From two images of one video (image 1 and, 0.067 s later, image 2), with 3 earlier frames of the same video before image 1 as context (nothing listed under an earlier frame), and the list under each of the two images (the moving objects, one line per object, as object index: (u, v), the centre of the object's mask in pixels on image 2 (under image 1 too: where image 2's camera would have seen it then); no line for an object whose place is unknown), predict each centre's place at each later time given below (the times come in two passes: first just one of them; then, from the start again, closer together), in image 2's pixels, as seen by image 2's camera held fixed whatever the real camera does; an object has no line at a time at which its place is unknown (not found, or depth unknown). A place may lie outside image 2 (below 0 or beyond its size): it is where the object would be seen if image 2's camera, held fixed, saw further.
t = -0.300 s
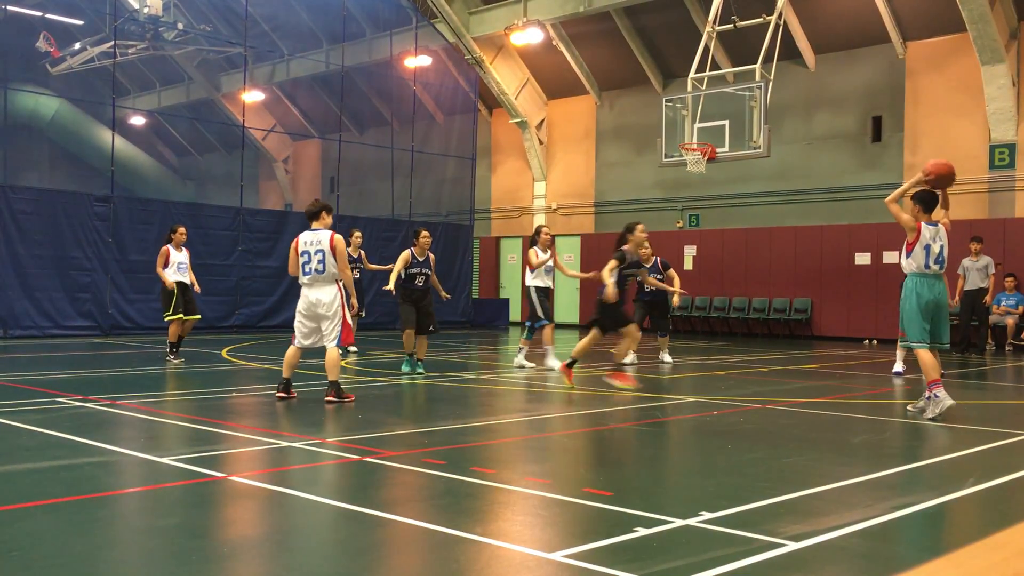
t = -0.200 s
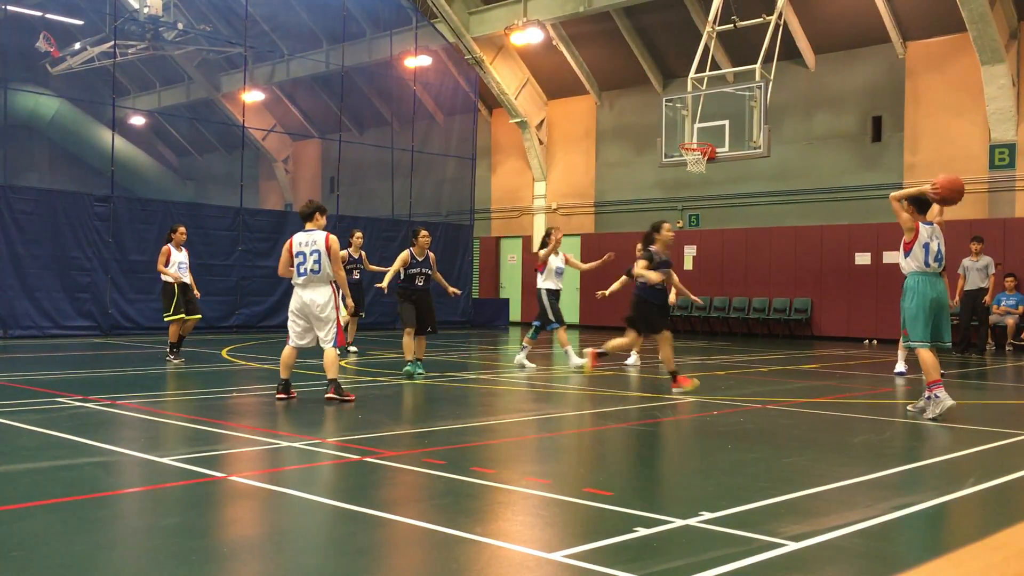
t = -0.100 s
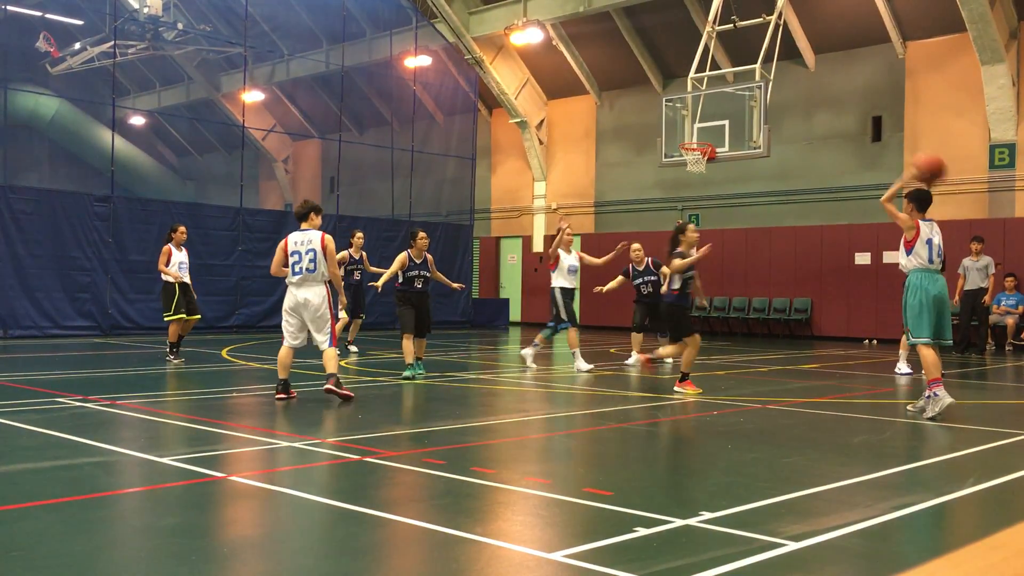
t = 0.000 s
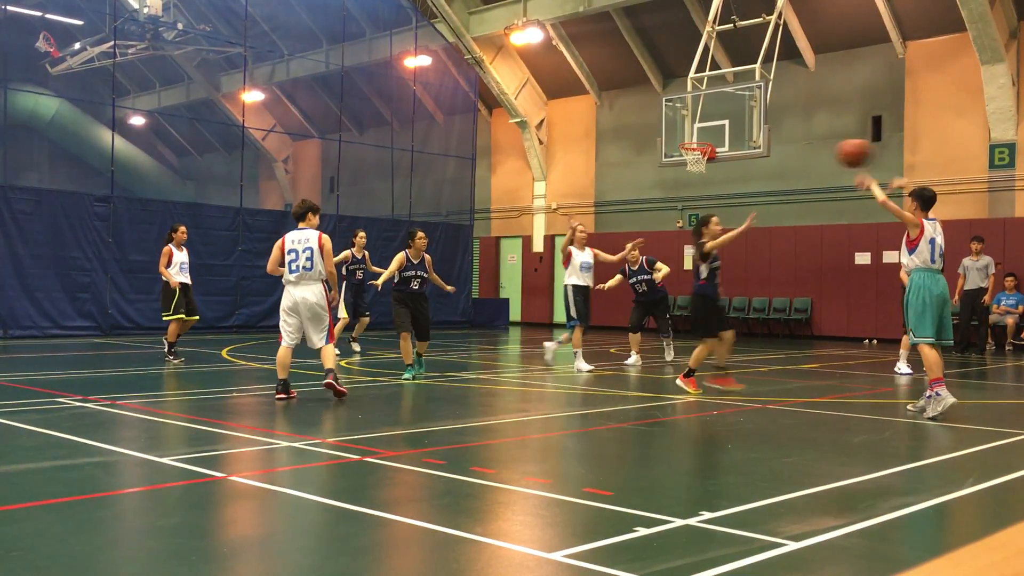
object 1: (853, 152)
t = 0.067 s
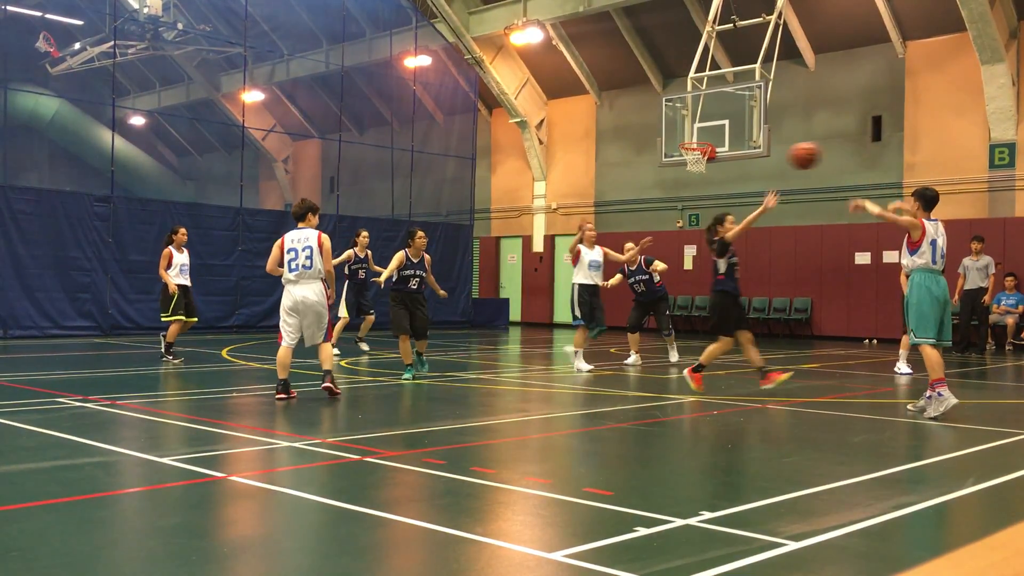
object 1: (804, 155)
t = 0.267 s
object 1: (684, 186)
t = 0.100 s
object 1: (782, 158)
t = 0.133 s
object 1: (760, 162)
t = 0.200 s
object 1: (720, 172)
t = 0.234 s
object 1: (701, 180)
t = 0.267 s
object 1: (684, 186)
